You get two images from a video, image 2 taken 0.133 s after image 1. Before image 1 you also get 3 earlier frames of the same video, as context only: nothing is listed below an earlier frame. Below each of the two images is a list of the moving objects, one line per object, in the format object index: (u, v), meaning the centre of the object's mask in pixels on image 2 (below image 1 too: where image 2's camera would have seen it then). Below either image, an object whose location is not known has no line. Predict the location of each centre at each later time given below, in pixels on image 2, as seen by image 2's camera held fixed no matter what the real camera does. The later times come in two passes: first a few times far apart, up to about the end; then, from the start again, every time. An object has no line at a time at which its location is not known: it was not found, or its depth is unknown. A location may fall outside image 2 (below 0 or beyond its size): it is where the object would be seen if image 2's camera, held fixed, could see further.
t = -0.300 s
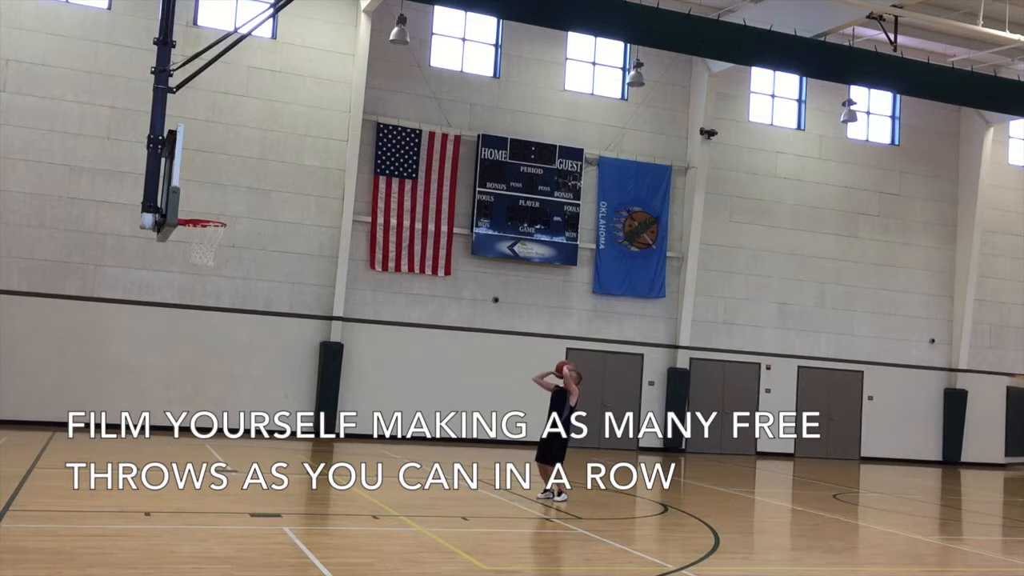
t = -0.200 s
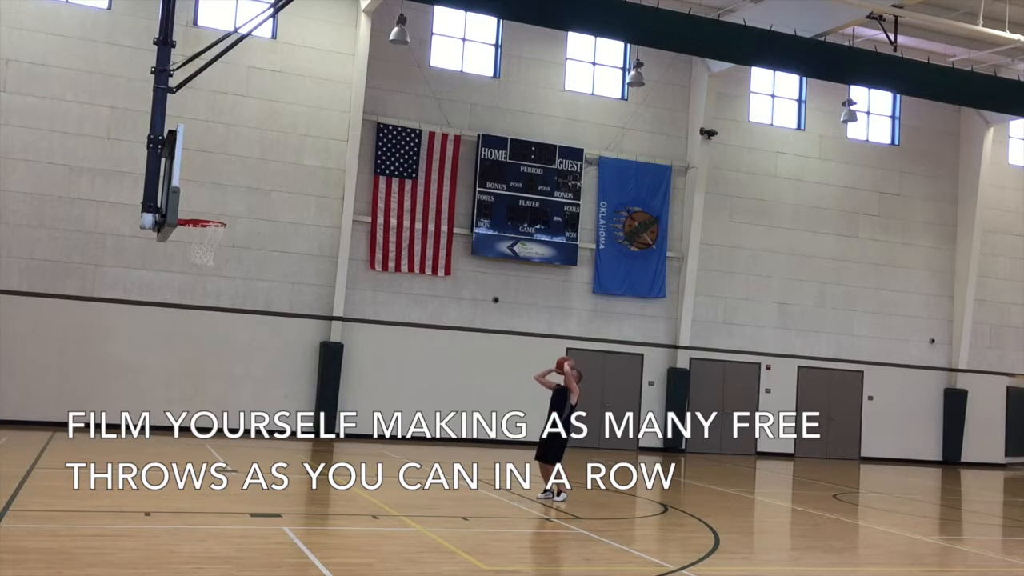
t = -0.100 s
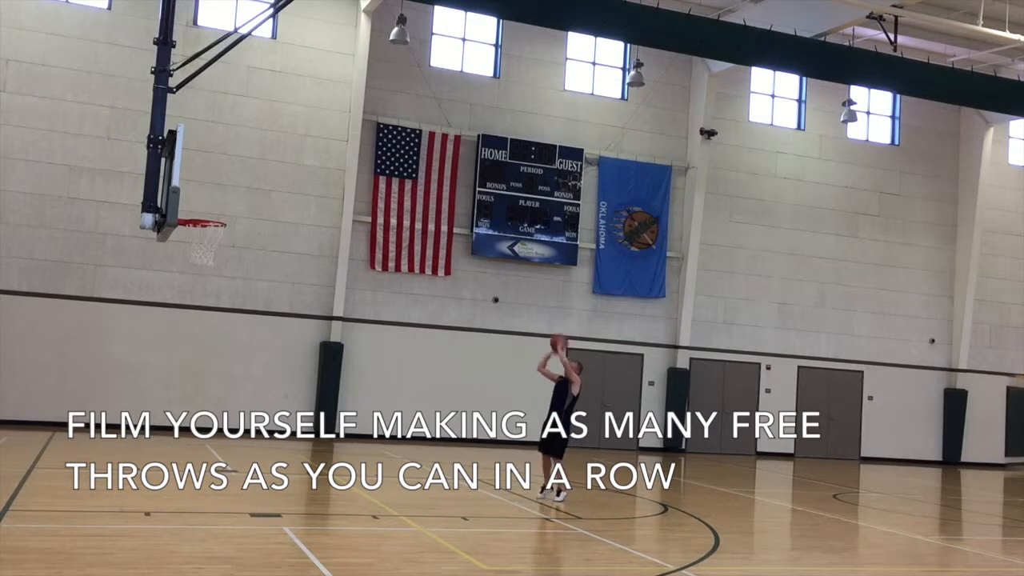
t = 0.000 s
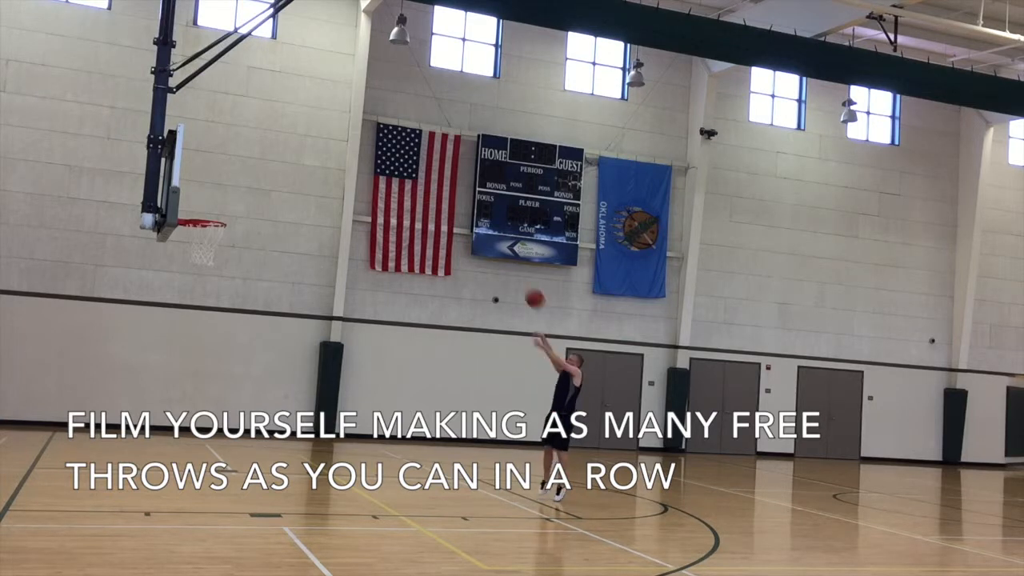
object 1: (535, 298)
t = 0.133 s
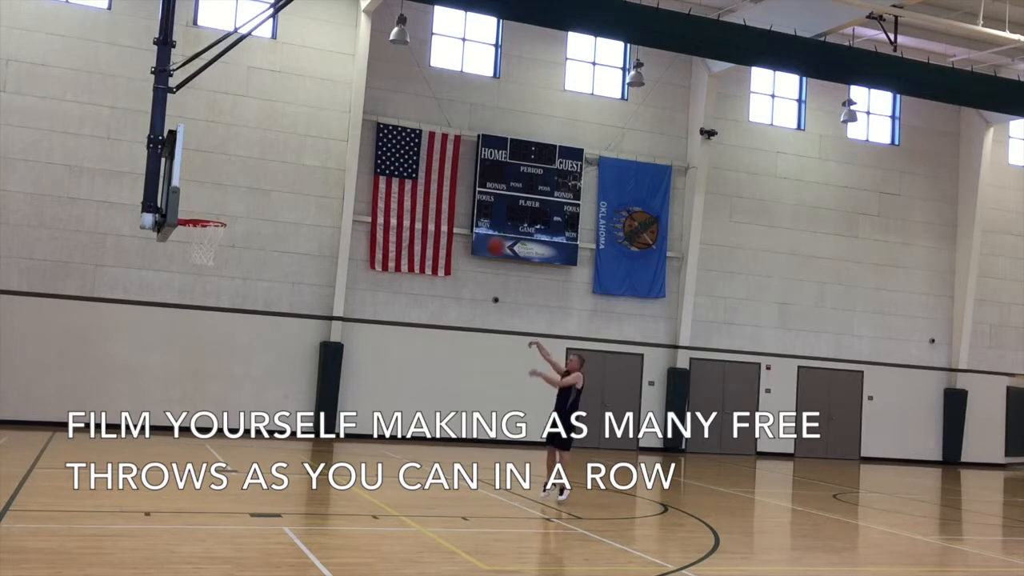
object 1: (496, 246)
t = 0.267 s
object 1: (455, 206)
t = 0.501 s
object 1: (382, 168)
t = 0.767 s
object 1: (290, 176)
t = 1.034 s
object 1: (207, 200)
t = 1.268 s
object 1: (198, 187)
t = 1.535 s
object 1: (234, 215)
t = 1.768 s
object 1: (258, 234)
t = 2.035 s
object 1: (279, 308)
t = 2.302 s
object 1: (293, 444)
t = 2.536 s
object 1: (319, 413)
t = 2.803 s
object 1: (348, 350)
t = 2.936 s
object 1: (361, 339)
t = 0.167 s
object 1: (486, 235)
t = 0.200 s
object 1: (476, 225)
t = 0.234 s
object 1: (465, 215)
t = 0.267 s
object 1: (455, 206)
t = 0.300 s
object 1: (445, 198)
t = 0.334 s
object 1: (435, 191)
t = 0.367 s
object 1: (424, 185)
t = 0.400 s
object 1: (414, 180)
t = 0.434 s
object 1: (404, 174)
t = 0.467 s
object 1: (393, 170)
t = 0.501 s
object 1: (382, 168)
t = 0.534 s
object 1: (371, 166)
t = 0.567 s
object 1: (360, 165)
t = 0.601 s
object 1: (348, 164)
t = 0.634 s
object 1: (337, 165)
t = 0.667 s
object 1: (325, 166)
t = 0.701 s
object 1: (314, 169)
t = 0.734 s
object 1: (302, 171)
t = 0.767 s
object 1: (290, 176)
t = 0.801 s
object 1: (278, 181)
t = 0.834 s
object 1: (266, 187)
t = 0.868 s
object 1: (253, 193)
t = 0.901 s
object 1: (241, 201)
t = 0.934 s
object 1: (228, 209)
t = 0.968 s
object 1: (219, 211)
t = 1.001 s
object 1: (213, 205)
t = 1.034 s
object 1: (207, 200)
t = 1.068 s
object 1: (201, 196)
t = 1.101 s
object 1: (195, 192)
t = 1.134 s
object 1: (189, 190)
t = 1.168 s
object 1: (186, 188)
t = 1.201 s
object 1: (188, 187)
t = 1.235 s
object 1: (193, 187)
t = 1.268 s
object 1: (198, 187)
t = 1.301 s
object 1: (203, 188)
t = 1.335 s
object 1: (207, 191)
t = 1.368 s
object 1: (212, 194)
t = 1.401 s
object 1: (217, 198)
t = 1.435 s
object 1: (221, 203)
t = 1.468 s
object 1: (226, 209)
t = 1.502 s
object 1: (230, 215)
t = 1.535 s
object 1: (234, 215)
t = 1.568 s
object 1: (237, 215)
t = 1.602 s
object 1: (241, 216)
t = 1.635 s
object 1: (244, 218)
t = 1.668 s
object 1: (248, 220)
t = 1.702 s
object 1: (251, 224)
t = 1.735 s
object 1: (254, 228)
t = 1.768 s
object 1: (258, 234)
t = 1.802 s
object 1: (261, 240)
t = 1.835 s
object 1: (264, 247)
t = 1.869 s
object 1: (266, 255)
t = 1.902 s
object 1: (269, 264)
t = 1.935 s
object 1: (272, 273)
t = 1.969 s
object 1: (274, 284)
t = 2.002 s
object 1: (277, 295)
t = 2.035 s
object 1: (279, 308)
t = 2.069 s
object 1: (281, 321)
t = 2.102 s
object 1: (284, 336)
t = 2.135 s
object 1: (286, 351)
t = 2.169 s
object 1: (287, 366)
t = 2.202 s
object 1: (289, 383)
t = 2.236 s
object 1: (291, 400)
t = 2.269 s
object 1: (290, 419)
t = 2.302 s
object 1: (293, 444)
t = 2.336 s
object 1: (295, 458)
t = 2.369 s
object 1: (297, 482)
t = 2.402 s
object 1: (298, 471)
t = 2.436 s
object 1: (304, 455)
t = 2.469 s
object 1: (309, 444)
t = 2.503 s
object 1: (314, 427)
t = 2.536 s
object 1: (319, 413)
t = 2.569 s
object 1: (323, 402)
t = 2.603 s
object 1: (327, 392)
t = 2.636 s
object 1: (330, 384)
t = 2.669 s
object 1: (334, 375)
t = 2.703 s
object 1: (337, 367)
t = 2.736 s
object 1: (342, 361)
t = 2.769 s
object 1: (345, 355)
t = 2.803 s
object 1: (348, 350)
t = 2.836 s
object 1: (351, 346)
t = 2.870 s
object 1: (355, 343)
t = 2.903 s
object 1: (358, 341)
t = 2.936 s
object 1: (361, 339)
